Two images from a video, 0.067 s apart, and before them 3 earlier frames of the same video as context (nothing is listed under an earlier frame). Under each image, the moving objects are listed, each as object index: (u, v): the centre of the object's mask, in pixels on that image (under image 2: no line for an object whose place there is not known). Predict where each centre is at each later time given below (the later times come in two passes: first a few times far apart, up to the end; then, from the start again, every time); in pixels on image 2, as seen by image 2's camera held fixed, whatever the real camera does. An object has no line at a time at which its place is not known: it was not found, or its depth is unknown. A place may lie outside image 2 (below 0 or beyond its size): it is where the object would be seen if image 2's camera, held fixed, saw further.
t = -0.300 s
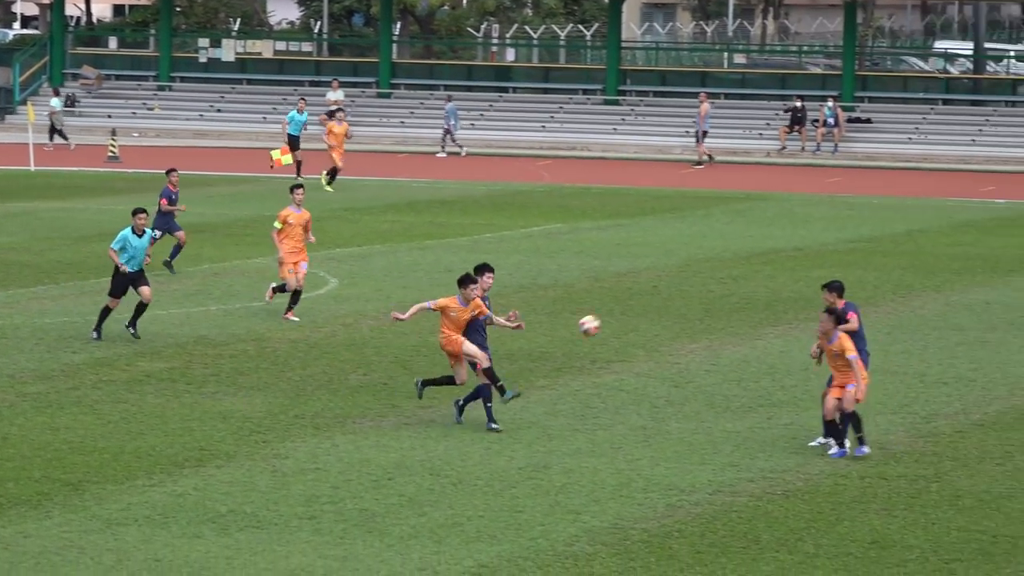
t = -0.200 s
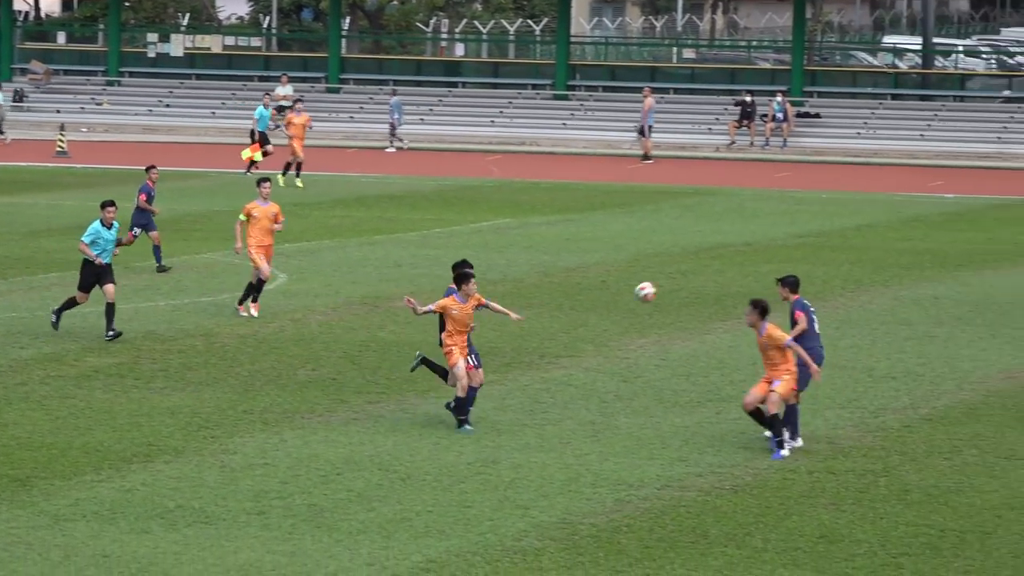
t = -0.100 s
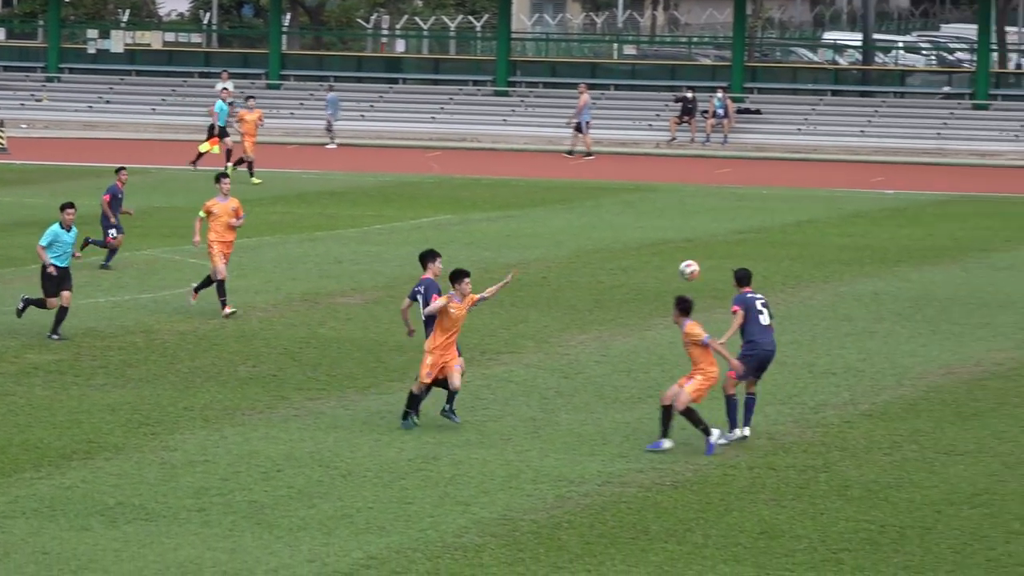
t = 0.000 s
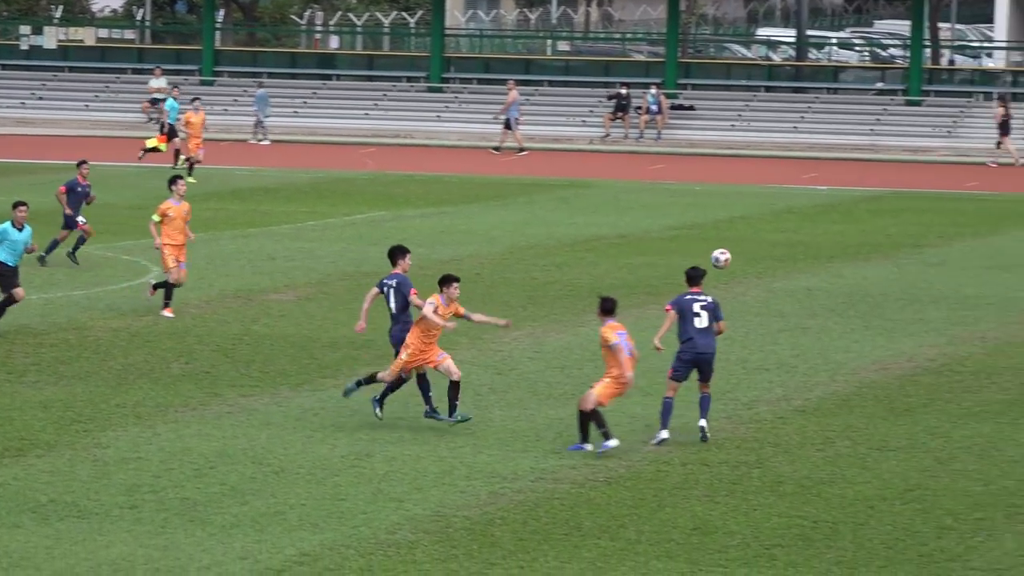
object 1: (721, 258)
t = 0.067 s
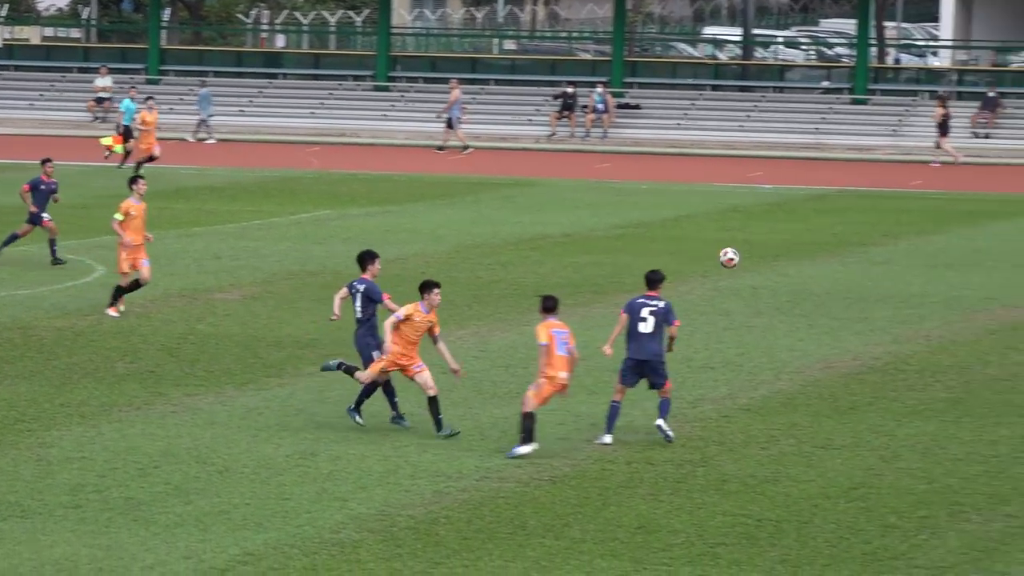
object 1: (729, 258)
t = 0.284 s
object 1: (926, 286)
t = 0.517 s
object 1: (1127, 365)
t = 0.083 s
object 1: (744, 258)
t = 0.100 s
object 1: (760, 259)
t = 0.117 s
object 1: (775, 260)
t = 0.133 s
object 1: (790, 261)
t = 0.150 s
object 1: (806, 263)
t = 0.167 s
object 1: (821, 265)
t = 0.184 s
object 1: (836, 267)
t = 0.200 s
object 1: (851, 269)
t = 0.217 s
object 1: (867, 272)
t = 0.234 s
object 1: (882, 275)
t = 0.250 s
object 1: (896, 278)
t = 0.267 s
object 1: (911, 282)
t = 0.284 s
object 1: (926, 286)
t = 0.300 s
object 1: (941, 290)
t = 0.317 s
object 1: (955, 294)
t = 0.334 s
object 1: (970, 298)
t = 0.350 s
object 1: (983, 303)
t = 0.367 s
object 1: (997, 308)
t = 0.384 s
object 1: (1011, 312)
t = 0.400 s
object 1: (1025, 318)
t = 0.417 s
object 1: (1039, 324)
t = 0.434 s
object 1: (1052, 330)
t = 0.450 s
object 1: (1066, 336)
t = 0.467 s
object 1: (1080, 342)
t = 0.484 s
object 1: (1096, 350)
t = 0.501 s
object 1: (1111, 357)
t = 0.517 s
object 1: (1127, 365)
